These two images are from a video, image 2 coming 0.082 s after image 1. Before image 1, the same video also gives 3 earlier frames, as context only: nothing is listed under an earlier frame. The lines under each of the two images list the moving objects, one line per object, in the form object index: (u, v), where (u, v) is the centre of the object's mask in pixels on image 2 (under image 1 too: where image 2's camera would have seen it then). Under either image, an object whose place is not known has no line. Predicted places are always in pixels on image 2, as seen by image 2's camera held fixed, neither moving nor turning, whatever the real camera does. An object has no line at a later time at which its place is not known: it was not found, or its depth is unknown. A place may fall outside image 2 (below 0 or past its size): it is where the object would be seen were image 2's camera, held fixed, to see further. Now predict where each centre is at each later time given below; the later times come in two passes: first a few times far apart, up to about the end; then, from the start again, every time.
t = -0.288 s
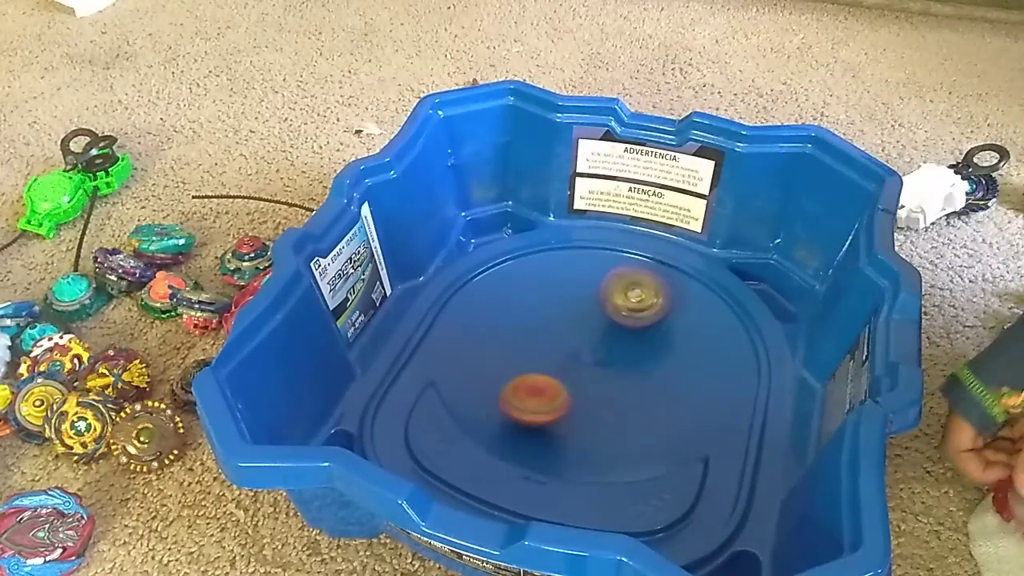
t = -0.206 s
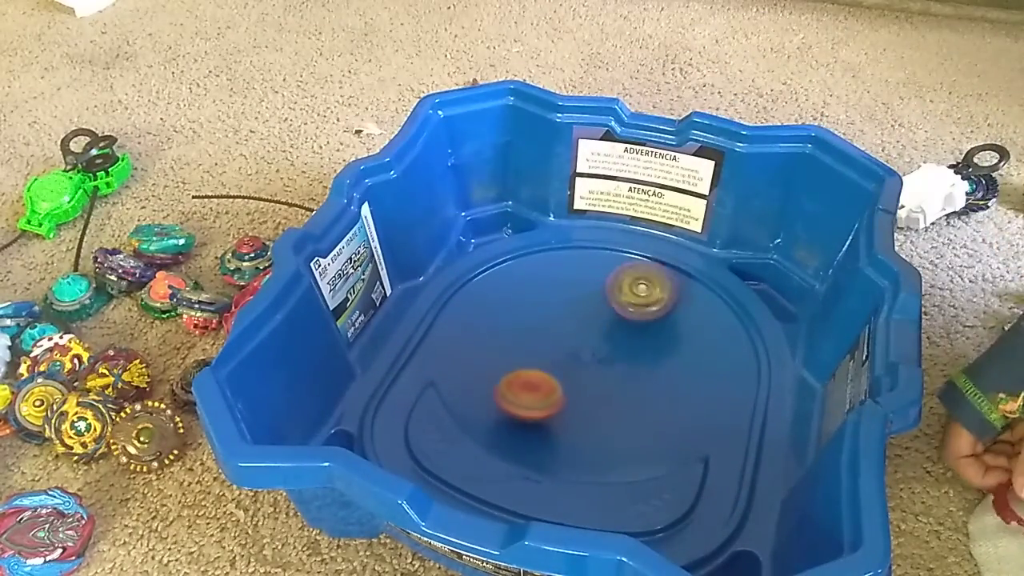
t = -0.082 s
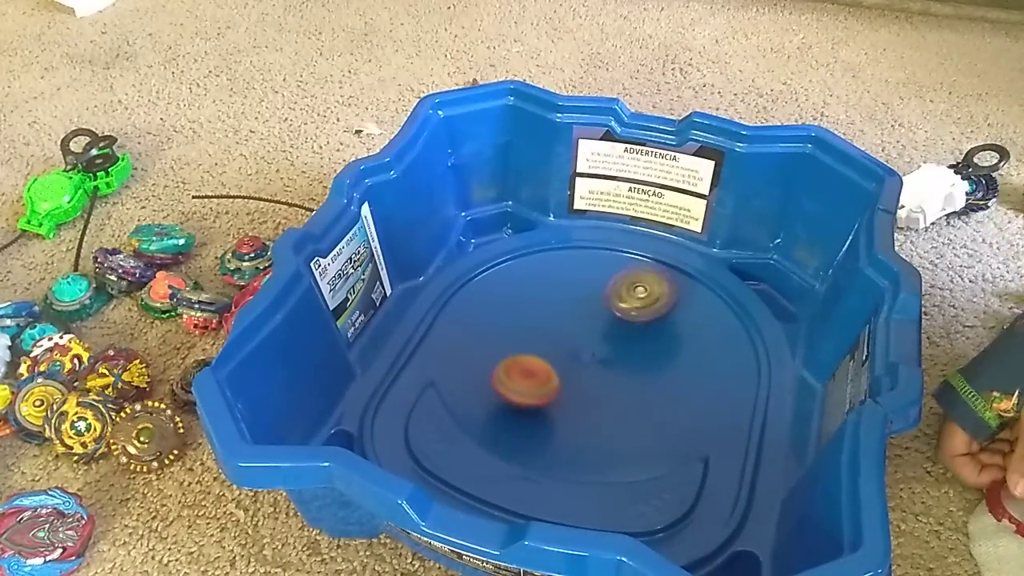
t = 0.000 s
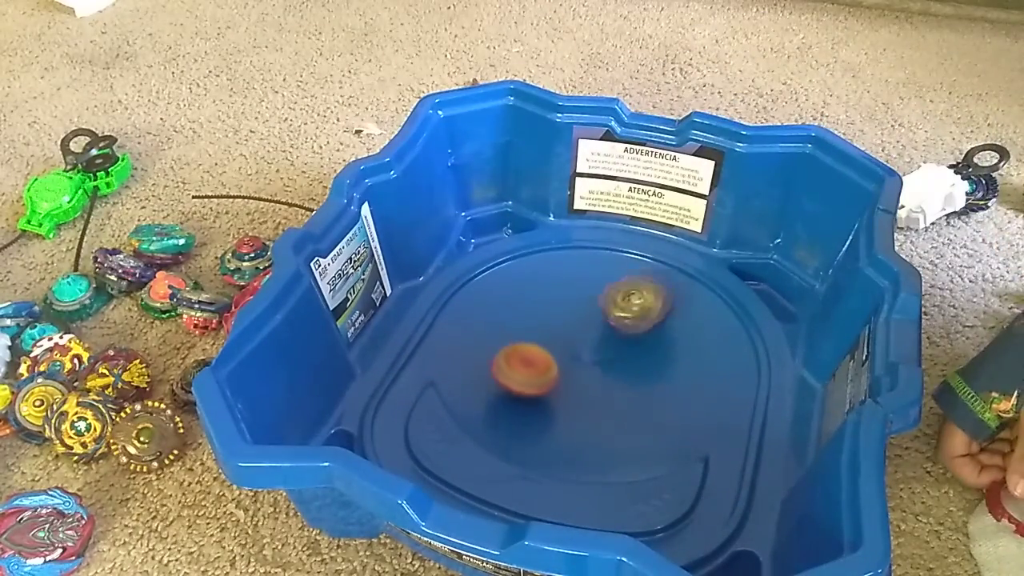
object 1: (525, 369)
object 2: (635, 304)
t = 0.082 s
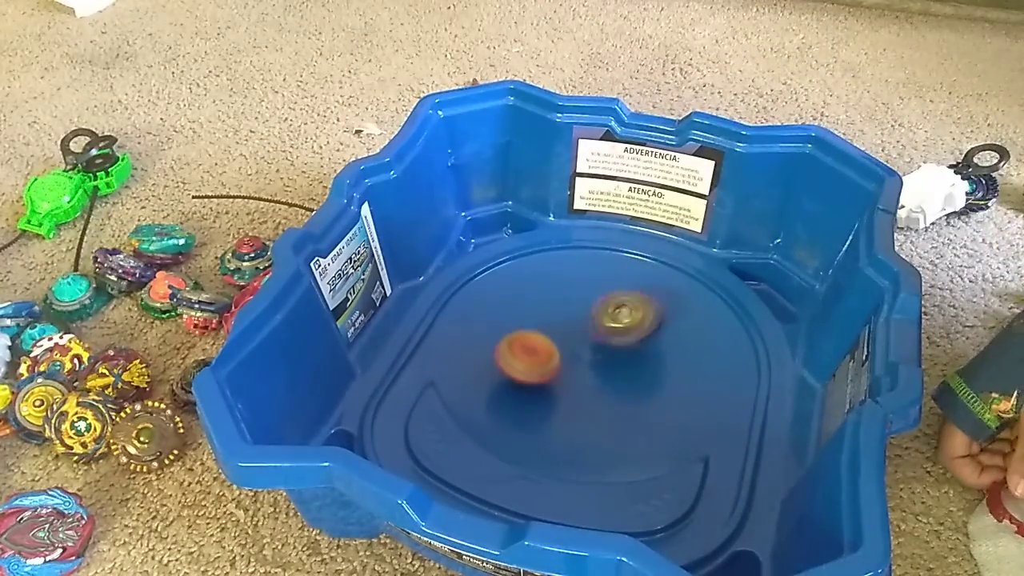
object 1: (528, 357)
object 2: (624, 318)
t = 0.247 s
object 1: (531, 333)
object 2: (611, 353)
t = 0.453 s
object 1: (545, 316)
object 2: (606, 393)
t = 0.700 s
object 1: (589, 313)
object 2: (583, 403)
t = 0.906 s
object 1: (625, 325)
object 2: (565, 375)
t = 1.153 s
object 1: (644, 353)
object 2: (560, 326)
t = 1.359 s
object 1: (632, 375)
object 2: (569, 298)
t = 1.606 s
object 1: (594, 388)
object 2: (592, 303)
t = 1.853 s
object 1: (555, 378)
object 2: (606, 338)
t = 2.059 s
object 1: (525, 361)
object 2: (628, 366)
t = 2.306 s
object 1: (530, 333)
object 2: (621, 382)
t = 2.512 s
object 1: (555, 316)
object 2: (590, 376)
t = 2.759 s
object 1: (595, 307)
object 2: (549, 364)
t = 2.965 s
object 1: (619, 324)
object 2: (526, 359)
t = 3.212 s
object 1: (627, 360)
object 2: (537, 346)
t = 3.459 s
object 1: (611, 393)
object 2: (571, 327)
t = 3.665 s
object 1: (579, 396)
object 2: (587, 317)
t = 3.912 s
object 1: (544, 373)
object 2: (596, 330)
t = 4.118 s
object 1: (539, 343)
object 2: (613, 335)
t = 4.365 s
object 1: (557, 317)
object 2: (622, 340)
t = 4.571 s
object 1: (581, 311)
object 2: (624, 357)
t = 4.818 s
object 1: (611, 311)
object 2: (601, 378)
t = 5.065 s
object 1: (626, 326)
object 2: (574, 363)
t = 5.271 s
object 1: (641, 340)
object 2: (561, 345)
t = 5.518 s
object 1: (626, 362)
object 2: (570, 321)
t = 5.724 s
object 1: (589, 383)
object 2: (588, 313)
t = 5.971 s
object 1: (545, 377)
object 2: (600, 339)
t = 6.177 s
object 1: (531, 353)
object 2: (621, 353)
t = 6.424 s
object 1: (555, 327)
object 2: (619, 359)
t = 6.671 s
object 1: (593, 317)
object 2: (628, 366)
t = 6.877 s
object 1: (616, 322)
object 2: (632, 373)
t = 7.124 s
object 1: (622, 331)
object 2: (591, 376)
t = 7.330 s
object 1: (613, 345)
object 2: (549, 360)
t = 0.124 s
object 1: (530, 351)
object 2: (619, 327)
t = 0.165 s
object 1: (533, 345)
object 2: (612, 335)
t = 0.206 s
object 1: (534, 339)
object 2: (608, 344)
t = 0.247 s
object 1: (531, 333)
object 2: (611, 353)
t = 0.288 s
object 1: (531, 328)
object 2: (614, 364)
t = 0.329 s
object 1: (532, 324)
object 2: (612, 373)
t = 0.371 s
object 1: (535, 320)
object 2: (610, 382)
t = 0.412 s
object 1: (540, 318)
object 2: (608, 388)
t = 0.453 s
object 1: (545, 316)
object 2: (606, 393)
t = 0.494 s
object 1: (552, 314)
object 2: (603, 401)
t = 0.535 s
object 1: (559, 313)
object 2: (600, 403)
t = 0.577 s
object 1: (566, 312)
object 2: (596, 407)
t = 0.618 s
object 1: (574, 312)
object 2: (592, 406)
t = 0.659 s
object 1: (582, 312)
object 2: (587, 405)
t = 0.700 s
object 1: (589, 313)
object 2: (583, 403)
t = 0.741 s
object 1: (597, 314)
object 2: (579, 399)
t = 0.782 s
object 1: (605, 316)
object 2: (575, 395)
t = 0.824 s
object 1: (612, 318)
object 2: (571, 390)
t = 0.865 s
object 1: (619, 321)
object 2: (568, 382)
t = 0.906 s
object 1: (625, 325)
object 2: (565, 375)
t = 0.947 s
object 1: (631, 329)
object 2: (563, 368)
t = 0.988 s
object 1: (635, 333)
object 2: (561, 358)
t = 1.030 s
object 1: (638, 338)
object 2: (560, 352)
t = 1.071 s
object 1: (641, 343)
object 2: (560, 342)
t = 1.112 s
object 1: (643, 348)
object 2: (559, 335)
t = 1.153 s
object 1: (644, 353)
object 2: (560, 326)
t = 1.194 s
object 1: (643, 358)
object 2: (561, 320)
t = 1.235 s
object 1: (643, 363)
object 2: (563, 311)
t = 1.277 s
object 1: (640, 367)
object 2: (564, 307)
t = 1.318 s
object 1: (637, 371)
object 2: (567, 301)
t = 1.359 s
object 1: (632, 375)
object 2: (569, 298)
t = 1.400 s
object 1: (627, 378)
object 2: (572, 296)
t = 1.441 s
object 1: (621, 381)
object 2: (575, 295)
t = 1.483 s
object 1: (614, 384)
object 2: (579, 296)
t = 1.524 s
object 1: (608, 386)
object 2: (584, 297)
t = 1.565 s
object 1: (601, 388)
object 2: (587, 299)
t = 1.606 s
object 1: (594, 388)
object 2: (592, 303)
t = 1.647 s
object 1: (587, 388)
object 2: (595, 307)
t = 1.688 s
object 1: (579, 387)
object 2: (599, 312)
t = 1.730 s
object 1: (573, 386)
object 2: (602, 318)
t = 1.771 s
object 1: (566, 384)
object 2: (604, 325)
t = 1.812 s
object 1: (560, 381)
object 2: (605, 330)
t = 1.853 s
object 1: (555, 378)
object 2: (606, 338)
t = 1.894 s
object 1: (551, 375)
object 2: (610, 345)
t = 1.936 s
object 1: (540, 372)
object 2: (618, 352)
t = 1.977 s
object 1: (533, 369)
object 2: (622, 357)
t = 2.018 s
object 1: (527, 365)
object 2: (626, 363)
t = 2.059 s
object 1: (525, 361)
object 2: (628, 366)
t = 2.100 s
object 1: (523, 356)
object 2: (631, 370)
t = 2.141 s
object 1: (523, 351)
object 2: (631, 373)
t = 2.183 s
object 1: (524, 347)
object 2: (631, 377)
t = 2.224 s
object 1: (525, 342)
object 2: (627, 379)
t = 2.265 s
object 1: (527, 337)
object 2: (625, 382)
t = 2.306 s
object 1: (530, 333)
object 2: (621, 382)
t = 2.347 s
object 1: (534, 328)
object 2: (615, 383)
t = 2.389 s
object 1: (539, 324)
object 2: (609, 382)
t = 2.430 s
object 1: (544, 321)
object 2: (603, 382)
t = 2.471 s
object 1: (549, 319)
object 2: (597, 378)
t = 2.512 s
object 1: (555, 316)
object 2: (590, 376)
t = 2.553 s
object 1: (561, 315)
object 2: (585, 372)
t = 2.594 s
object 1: (567, 314)
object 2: (577, 369)
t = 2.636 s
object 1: (574, 312)
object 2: (573, 364)
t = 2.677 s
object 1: (581, 310)
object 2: (565, 363)
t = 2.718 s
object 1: (588, 307)
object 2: (557, 364)
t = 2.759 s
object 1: (595, 307)
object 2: (549, 364)
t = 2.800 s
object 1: (601, 308)
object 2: (541, 363)
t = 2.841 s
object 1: (606, 311)
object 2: (536, 364)
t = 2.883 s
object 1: (610, 314)
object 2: (532, 362)
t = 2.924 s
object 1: (615, 319)
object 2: (528, 360)
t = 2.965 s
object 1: (619, 324)
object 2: (526, 359)
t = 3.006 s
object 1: (622, 329)
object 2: (525, 356)
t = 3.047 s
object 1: (624, 335)
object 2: (526, 356)
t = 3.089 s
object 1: (626, 342)
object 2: (528, 352)
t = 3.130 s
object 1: (627, 348)
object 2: (530, 351)
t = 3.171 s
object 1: (628, 354)
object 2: (535, 348)
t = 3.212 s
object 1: (627, 360)
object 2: (537, 346)
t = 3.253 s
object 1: (625, 367)
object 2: (545, 344)
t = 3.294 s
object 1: (622, 372)
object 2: (549, 344)
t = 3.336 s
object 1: (618, 377)
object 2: (555, 342)
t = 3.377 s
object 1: (617, 384)
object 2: (562, 337)
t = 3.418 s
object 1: (615, 389)
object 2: (567, 333)
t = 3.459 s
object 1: (611, 393)
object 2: (571, 327)
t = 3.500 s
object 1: (605, 395)
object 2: (574, 324)
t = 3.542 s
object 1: (599, 397)
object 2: (579, 321)
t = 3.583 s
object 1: (593, 397)
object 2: (581, 320)
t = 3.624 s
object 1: (586, 397)
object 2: (584, 318)
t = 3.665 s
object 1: (579, 396)
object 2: (587, 317)
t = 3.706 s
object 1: (572, 394)
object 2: (589, 316)
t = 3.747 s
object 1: (565, 391)
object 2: (593, 318)
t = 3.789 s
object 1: (559, 387)
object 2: (594, 321)
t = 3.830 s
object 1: (553, 382)
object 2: (596, 323)
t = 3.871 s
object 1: (548, 378)
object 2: (596, 326)
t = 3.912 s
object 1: (544, 373)
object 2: (596, 330)
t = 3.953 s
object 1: (541, 367)
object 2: (597, 331)
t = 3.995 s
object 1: (539, 361)
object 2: (600, 334)
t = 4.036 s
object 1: (538, 355)
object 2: (606, 334)
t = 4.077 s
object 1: (538, 349)
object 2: (612, 334)
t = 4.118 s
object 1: (539, 343)
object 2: (613, 335)
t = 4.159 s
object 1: (541, 337)
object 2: (613, 334)
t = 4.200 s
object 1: (543, 332)
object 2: (613, 335)
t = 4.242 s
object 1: (544, 327)
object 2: (617, 337)
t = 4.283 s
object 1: (547, 322)
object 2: (619, 337)
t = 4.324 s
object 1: (552, 319)
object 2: (619, 338)
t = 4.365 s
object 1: (557, 317)
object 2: (622, 340)
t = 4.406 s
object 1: (562, 315)
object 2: (622, 342)
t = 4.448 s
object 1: (565, 312)
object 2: (622, 345)
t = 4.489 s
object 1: (570, 311)
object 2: (624, 348)
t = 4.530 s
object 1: (575, 311)
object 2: (624, 352)
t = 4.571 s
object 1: (581, 311)
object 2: (624, 357)
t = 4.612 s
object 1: (587, 313)
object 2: (621, 360)
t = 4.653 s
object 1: (594, 316)
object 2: (619, 365)
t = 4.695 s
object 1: (600, 315)
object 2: (615, 372)
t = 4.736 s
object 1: (604, 311)
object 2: (616, 376)
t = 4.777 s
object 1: (608, 310)
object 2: (611, 377)
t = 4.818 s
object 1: (611, 311)
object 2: (601, 378)
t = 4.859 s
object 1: (613, 314)
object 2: (598, 377)
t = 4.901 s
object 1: (615, 317)
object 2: (595, 376)
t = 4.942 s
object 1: (618, 320)
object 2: (592, 371)
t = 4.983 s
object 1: (622, 322)
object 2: (587, 371)
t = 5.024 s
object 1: (625, 324)
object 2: (580, 367)
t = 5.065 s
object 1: (626, 326)
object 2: (574, 363)
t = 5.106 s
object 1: (630, 329)
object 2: (569, 360)
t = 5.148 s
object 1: (636, 331)
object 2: (561, 358)
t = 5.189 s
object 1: (639, 333)
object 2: (559, 354)
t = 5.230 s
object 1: (641, 336)
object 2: (558, 349)
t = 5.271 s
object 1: (641, 340)
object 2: (561, 345)
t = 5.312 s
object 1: (640, 343)
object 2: (560, 341)
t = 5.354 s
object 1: (637, 347)
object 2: (565, 336)
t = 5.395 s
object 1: (636, 351)
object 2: (565, 331)
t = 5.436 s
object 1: (634, 355)
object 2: (567, 326)
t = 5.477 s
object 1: (631, 359)
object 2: (568, 324)
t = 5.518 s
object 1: (626, 362)
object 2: (570, 321)
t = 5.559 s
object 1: (620, 364)
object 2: (574, 323)
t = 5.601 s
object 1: (613, 366)
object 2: (575, 320)
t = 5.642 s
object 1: (605, 371)
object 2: (579, 320)
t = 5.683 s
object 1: (597, 378)
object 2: (583, 317)
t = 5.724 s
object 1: (589, 383)
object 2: (588, 313)
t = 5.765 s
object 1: (582, 386)
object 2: (593, 314)
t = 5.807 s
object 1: (574, 387)
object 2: (596, 316)
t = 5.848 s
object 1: (566, 386)
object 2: (598, 322)
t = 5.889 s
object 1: (558, 384)
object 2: (597, 327)
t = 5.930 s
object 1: (551, 381)
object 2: (596, 335)
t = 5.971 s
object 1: (545, 377)
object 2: (600, 339)
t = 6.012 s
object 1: (540, 373)
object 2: (603, 345)
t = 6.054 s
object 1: (536, 369)
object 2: (607, 347)
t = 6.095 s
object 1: (533, 364)
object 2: (609, 349)
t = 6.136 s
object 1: (532, 358)
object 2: (614, 351)
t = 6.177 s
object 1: (531, 353)
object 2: (621, 353)
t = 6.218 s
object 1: (533, 348)
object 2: (625, 356)
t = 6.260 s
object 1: (535, 343)
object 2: (625, 358)
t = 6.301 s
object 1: (539, 338)
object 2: (623, 359)
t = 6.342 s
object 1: (543, 334)
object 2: (621, 359)
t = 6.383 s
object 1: (549, 330)
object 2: (620, 359)
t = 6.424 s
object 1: (555, 327)
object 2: (619, 359)
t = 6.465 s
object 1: (562, 324)
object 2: (620, 360)
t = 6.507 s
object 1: (570, 321)
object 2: (622, 361)
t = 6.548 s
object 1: (576, 318)
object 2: (623, 363)
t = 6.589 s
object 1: (582, 317)
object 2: (624, 364)
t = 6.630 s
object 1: (587, 317)
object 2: (626, 365)
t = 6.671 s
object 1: (593, 317)
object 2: (628, 366)
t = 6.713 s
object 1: (598, 318)
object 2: (629, 367)
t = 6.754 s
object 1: (604, 319)
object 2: (631, 369)
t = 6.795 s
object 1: (610, 319)
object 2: (632, 371)
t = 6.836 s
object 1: (614, 320)
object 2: (632, 371)
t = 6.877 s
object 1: (616, 322)
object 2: (632, 373)
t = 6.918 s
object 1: (617, 323)
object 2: (627, 376)
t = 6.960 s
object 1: (618, 324)
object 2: (624, 379)
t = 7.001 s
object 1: (620, 325)
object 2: (615, 382)
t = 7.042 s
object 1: (621, 327)
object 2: (606, 381)
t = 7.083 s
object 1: (621, 329)
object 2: (598, 379)
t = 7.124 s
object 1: (622, 331)
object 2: (591, 376)
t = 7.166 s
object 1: (621, 333)
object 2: (582, 372)
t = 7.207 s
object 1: (619, 336)
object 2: (572, 370)
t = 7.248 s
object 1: (616, 339)
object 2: (564, 366)
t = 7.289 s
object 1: (614, 343)
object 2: (555, 364)
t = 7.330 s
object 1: (613, 345)
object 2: (549, 360)
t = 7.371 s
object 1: (611, 348)
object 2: (548, 356)
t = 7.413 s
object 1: (609, 351)
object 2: (547, 353)
